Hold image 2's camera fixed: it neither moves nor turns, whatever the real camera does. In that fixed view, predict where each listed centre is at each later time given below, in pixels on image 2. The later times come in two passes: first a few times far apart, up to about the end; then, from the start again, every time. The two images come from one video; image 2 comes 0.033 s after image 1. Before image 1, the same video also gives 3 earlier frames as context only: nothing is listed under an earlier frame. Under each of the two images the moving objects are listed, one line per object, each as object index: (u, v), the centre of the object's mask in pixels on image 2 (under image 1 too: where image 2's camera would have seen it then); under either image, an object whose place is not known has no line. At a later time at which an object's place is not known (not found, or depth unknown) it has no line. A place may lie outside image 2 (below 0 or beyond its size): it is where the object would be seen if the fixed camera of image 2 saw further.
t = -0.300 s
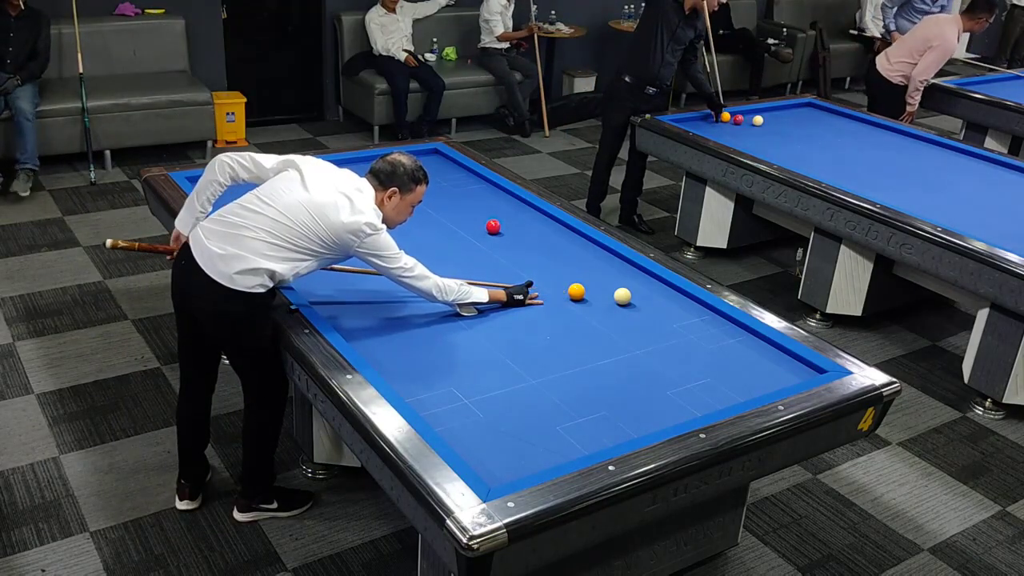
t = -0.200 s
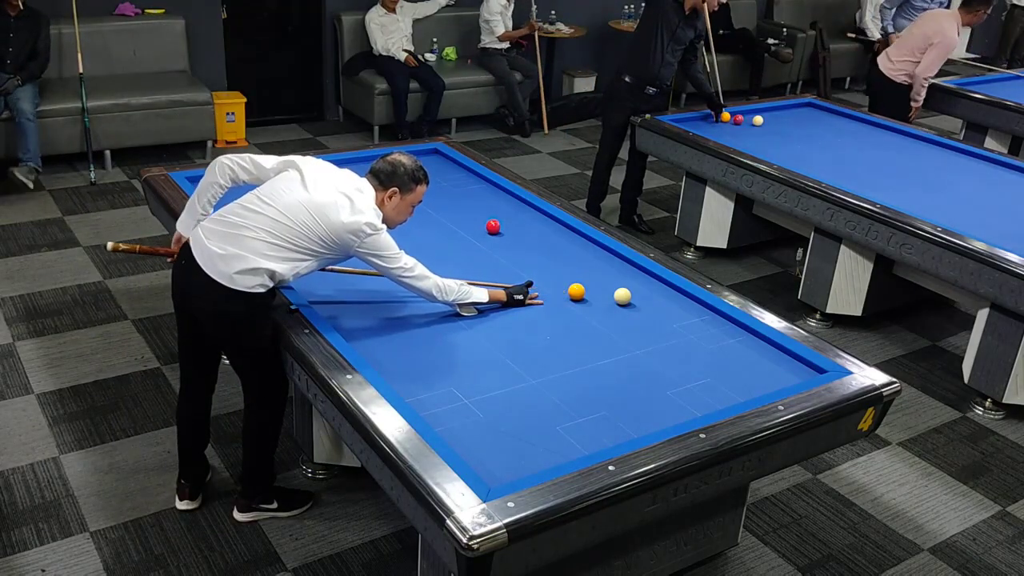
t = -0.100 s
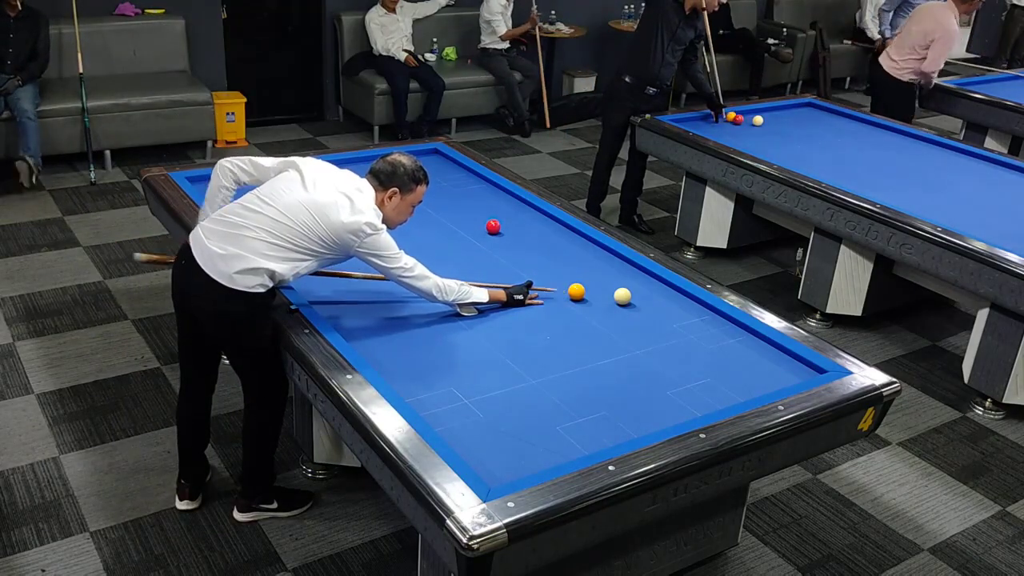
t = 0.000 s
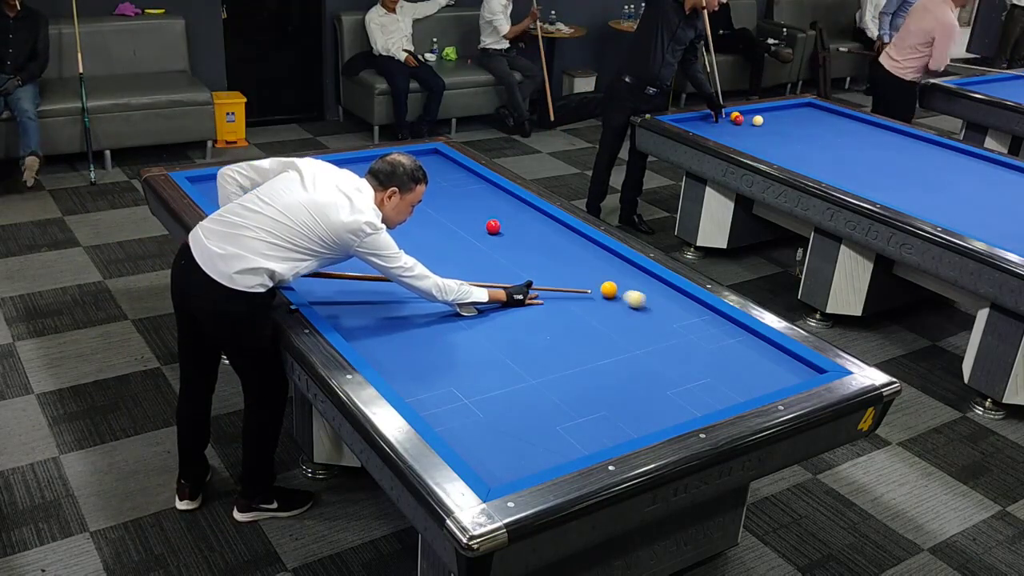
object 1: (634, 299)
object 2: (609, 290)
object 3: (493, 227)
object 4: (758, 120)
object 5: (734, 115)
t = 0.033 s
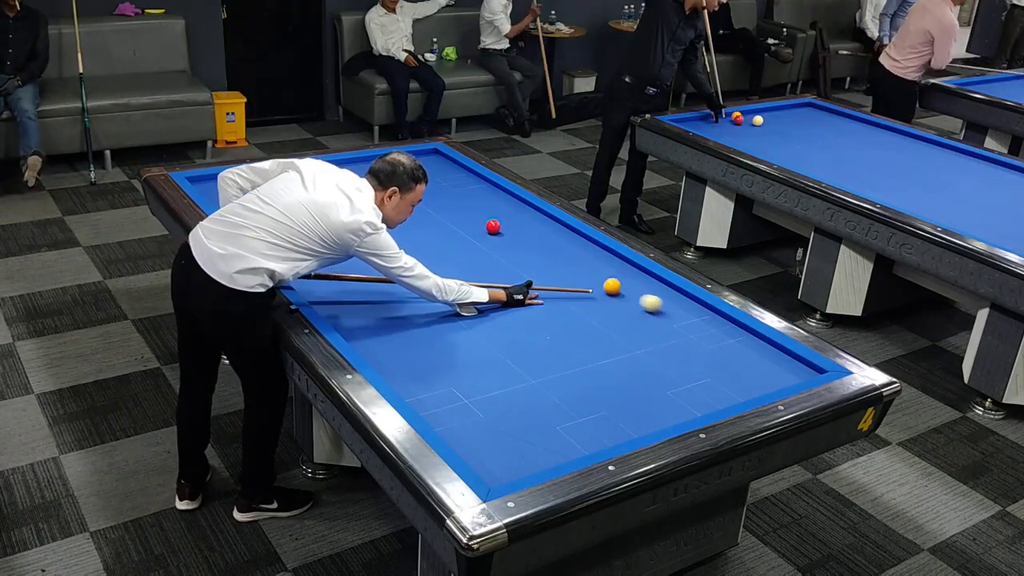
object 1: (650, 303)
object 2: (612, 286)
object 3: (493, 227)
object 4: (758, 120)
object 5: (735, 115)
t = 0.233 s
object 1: (739, 328)
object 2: (624, 270)
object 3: (493, 227)
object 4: (758, 120)
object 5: (744, 116)
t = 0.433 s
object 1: (760, 361)
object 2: (609, 259)
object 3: (493, 227)
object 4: (758, 120)
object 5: (749, 117)
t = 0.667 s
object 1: (749, 376)
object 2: (575, 250)
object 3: (493, 227)
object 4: (761, 121)
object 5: (750, 118)
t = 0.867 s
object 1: (698, 365)
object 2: (547, 243)
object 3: (493, 227)
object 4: (764, 122)
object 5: (751, 118)
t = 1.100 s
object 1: (643, 355)
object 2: (516, 234)
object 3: (493, 227)
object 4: (768, 122)
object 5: (753, 118)
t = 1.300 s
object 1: (598, 347)
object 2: (500, 231)
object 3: (484, 223)
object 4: (770, 123)
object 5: (753, 118)
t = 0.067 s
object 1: (666, 307)
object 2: (615, 283)
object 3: (493, 227)
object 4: (758, 120)
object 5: (736, 115)
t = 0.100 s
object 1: (682, 311)
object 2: (617, 280)
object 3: (493, 227)
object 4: (758, 120)
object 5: (737, 114)
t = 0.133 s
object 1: (698, 315)
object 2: (619, 277)
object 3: (493, 227)
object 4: (758, 120)
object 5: (739, 114)
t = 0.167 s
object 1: (713, 319)
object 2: (621, 275)
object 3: (493, 227)
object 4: (758, 120)
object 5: (741, 114)
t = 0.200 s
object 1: (728, 323)
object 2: (623, 272)
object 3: (493, 227)
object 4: (757, 120)
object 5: (743, 115)
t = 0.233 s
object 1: (739, 328)
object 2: (624, 270)
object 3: (493, 227)
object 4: (758, 120)
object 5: (744, 116)
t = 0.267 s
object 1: (742, 333)
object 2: (626, 268)
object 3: (493, 227)
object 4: (758, 120)
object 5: (745, 116)
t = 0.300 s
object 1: (745, 339)
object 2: (627, 265)
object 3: (493, 227)
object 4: (758, 120)
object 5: (746, 116)
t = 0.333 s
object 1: (748, 344)
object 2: (627, 263)
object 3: (493, 227)
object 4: (758, 120)
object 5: (747, 117)
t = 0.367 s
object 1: (751, 349)
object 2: (621, 262)
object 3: (493, 227)
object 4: (758, 120)
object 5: (747, 117)
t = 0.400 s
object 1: (756, 355)
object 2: (615, 261)
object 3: (493, 227)
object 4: (758, 120)
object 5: (748, 117)
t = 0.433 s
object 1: (760, 361)
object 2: (609, 259)
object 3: (493, 227)
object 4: (758, 120)
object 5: (749, 117)
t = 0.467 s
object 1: (764, 366)
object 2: (604, 258)
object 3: (493, 227)
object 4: (758, 120)
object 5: (749, 118)
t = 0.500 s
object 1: (769, 372)
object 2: (599, 257)
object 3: (493, 227)
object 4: (759, 120)
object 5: (749, 118)
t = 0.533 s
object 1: (773, 377)
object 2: (594, 255)
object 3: (493, 227)
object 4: (759, 121)
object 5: (749, 118)
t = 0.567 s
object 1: (777, 381)
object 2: (589, 254)
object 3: (493, 227)
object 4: (760, 121)
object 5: (750, 118)
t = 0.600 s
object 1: (769, 381)
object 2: (584, 253)
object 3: (493, 227)
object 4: (760, 121)
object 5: (750, 118)
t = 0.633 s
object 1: (758, 378)
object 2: (580, 251)
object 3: (493, 227)
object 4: (761, 121)
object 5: (750, 118)
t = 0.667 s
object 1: (749, 376)
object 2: (575, 250)
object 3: (493, 227)
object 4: (761, 121)
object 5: (750, 118)
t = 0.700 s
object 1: (739, 374)
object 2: (570, 249)
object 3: (493, 227)
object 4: (762, 121)
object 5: (750, 118)
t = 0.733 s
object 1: (730, 372)
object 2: (566, 248)
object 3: (493, 227)
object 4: (762, 121)
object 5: (750, 118)
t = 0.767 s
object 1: (722, 370)
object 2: (561, 246)
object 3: (493, 227)
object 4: (763, 121)
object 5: (751, 118)
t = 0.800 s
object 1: (713, 368)
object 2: (556, 245)
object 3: (493, 227)
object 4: (763, 122)
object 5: (751, 118)
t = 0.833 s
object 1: (705, 367)
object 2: (552, 244)
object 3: (493, 227)
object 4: (764, 121)
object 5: (751, 118)
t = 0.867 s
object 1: (698, 365)
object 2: (547, 243)
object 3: (493, 227)
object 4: (764, 122)
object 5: (751, 118)
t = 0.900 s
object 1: (690, 364)
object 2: (542, 241)
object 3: (493, 227)
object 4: (765, 122)
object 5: (751, 118)
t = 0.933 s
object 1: (682, 362)
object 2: (538, 240)
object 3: (493, 227)
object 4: (765, 122)
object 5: (751, 118)
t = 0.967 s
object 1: (674, 361)
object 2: (534, 239)
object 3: (493, 227)
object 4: (765, 122)
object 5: (752, 118)
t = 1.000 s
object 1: (666, 360)
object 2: (529, 238)
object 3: (493, 227)
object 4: (766, 122)
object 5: (752, 118)
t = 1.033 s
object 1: (658, 358)
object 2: (525, 236)
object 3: (493, 227)
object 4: (767, 122)
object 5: (752, 118)
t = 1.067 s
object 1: (651, 357)
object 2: (520, 235)
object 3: (493, 227)
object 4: (767, 122)
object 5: (752, 118)
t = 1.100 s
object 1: (643, 355)
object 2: (516, 234)
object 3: (493, 227)
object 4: (768, 122)
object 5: (753, 118)
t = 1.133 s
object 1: (636, 354)
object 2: (512, 233)
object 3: (493, 227)
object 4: (768, 122)
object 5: (753, 118)
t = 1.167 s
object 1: (628, 352)
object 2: (508, 232)
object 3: (493, 227)
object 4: (768, 122)
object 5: (753, 118)
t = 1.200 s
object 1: (620, 351)
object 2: (504, 231)
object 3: (492, 226)
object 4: (769, 122)
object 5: (753, 118)
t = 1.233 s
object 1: (613, 350)
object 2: (503, 231)
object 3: (489, 225)
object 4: (769, 123)
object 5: (753, 118)
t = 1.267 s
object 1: (606, 349)
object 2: (501, 231)
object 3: (487, 224)
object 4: (769, 123)
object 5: (753, 118)
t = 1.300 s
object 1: (598, 347)
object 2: (500, 231)
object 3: (484, 223)
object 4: (770, 123)
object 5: (753, 118)
